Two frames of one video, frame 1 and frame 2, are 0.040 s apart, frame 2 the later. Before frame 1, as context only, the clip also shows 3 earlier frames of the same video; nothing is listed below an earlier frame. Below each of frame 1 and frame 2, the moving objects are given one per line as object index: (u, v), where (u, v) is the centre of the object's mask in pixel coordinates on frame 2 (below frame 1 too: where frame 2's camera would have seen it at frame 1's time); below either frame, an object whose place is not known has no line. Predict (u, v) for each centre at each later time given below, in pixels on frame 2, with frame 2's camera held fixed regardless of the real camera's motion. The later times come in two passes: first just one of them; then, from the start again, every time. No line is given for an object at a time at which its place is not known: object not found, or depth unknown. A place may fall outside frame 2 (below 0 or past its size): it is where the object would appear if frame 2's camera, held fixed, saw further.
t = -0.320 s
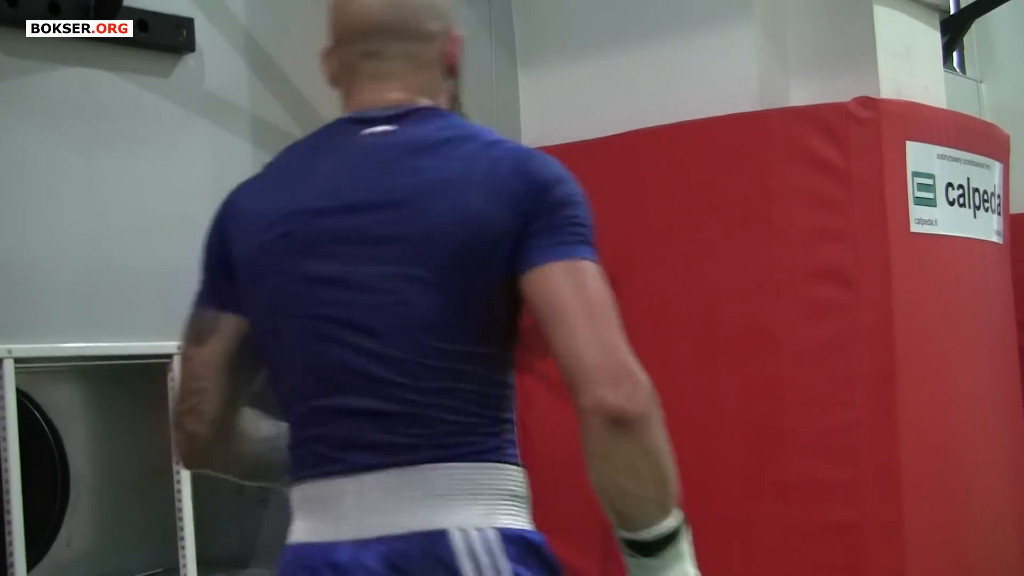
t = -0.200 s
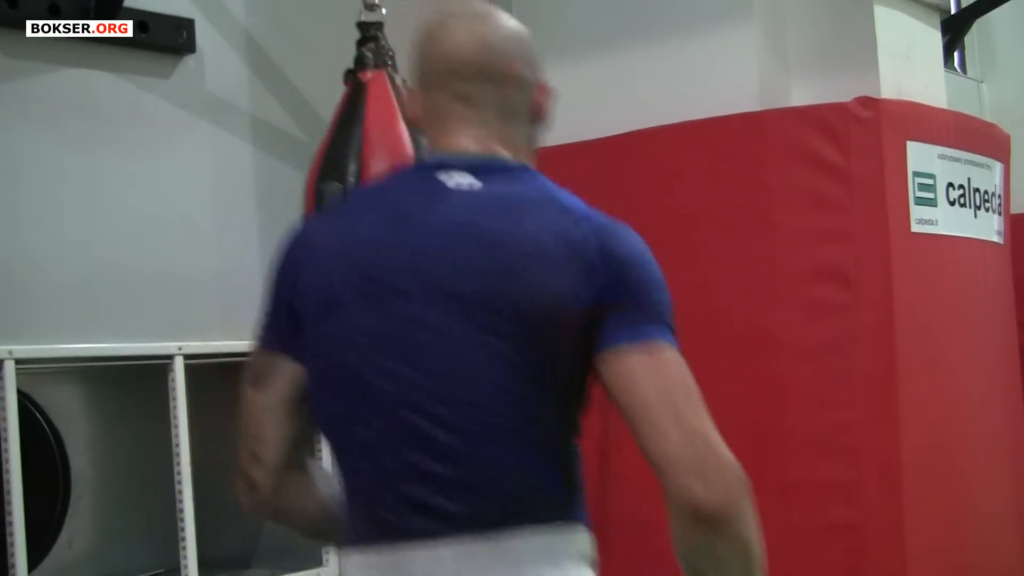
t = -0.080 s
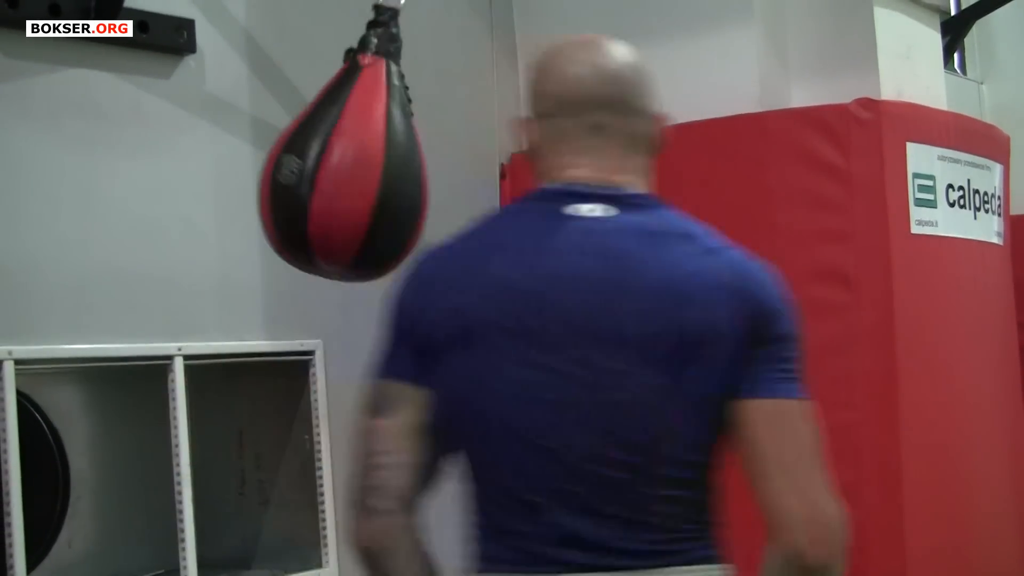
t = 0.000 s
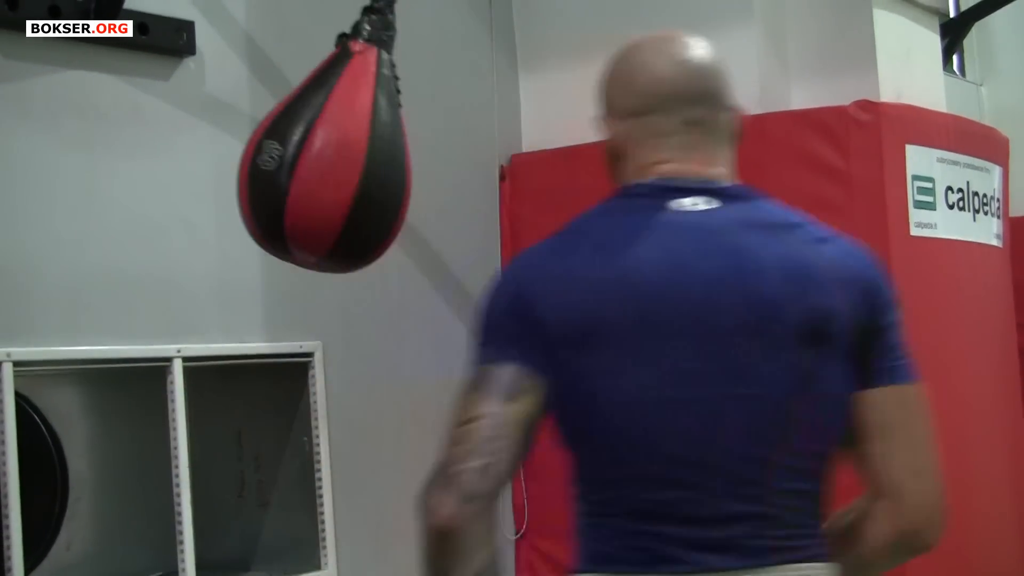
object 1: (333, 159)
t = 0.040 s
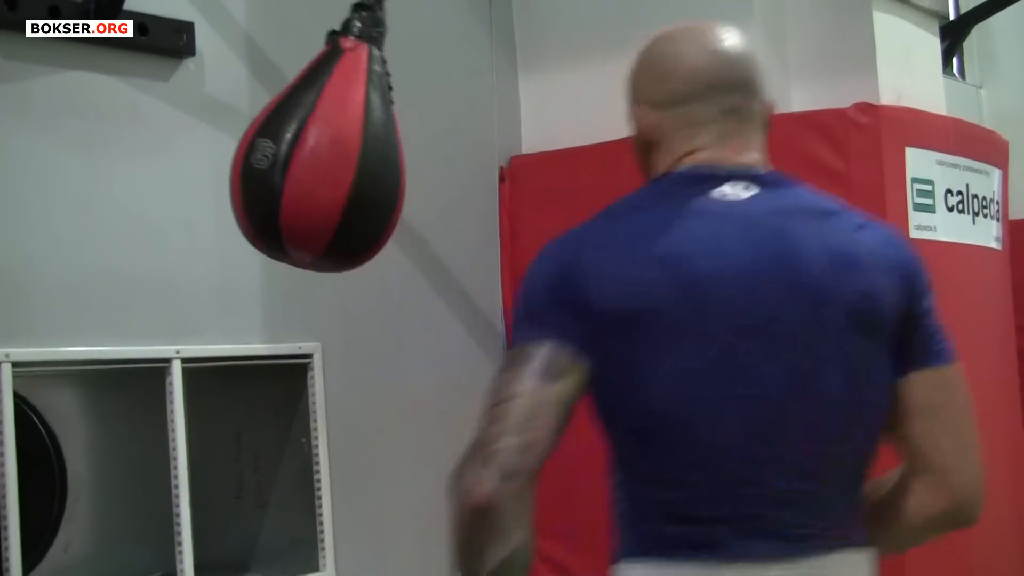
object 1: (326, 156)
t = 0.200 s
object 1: (320, 147)
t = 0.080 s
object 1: (320, 155)
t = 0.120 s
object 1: (317, 154)
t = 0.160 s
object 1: (317, 150)
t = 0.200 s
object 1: (320, 147)
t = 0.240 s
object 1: (324, 147)
